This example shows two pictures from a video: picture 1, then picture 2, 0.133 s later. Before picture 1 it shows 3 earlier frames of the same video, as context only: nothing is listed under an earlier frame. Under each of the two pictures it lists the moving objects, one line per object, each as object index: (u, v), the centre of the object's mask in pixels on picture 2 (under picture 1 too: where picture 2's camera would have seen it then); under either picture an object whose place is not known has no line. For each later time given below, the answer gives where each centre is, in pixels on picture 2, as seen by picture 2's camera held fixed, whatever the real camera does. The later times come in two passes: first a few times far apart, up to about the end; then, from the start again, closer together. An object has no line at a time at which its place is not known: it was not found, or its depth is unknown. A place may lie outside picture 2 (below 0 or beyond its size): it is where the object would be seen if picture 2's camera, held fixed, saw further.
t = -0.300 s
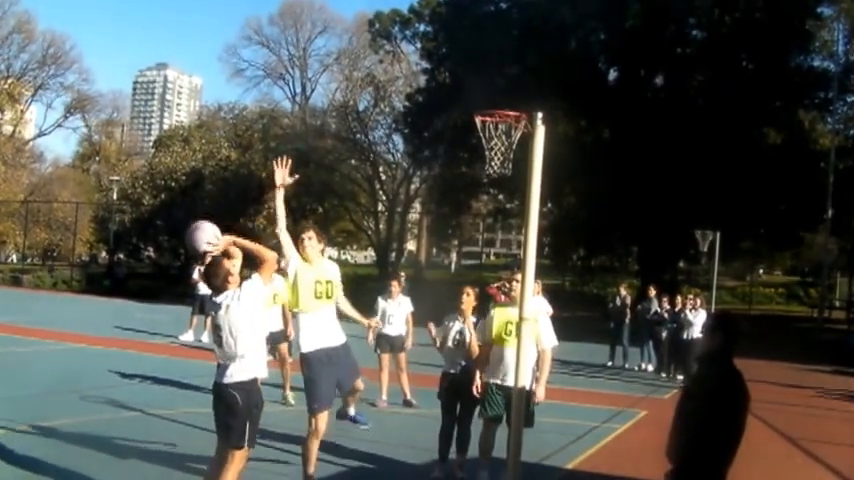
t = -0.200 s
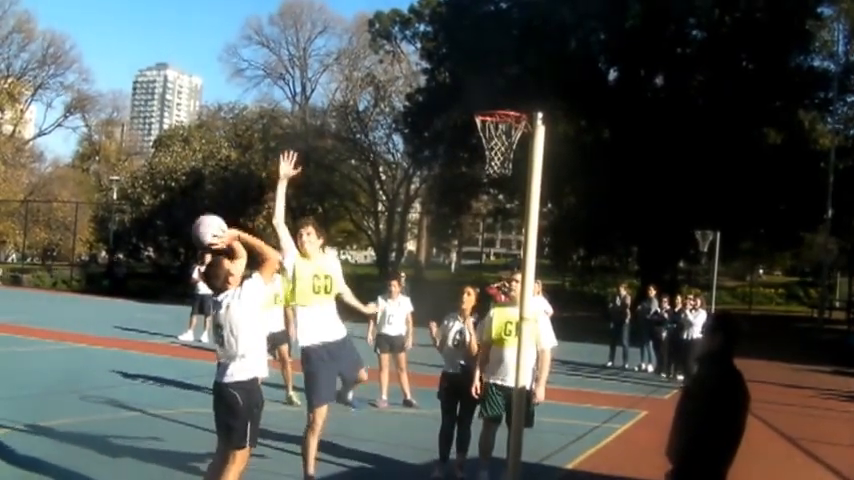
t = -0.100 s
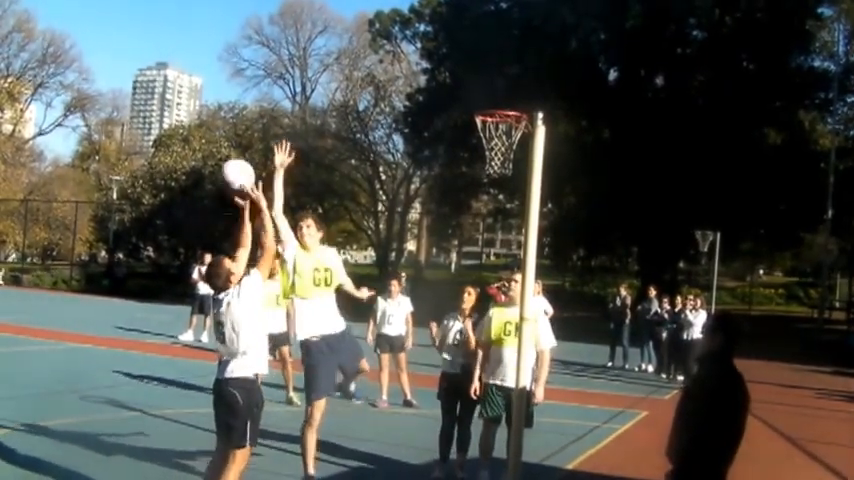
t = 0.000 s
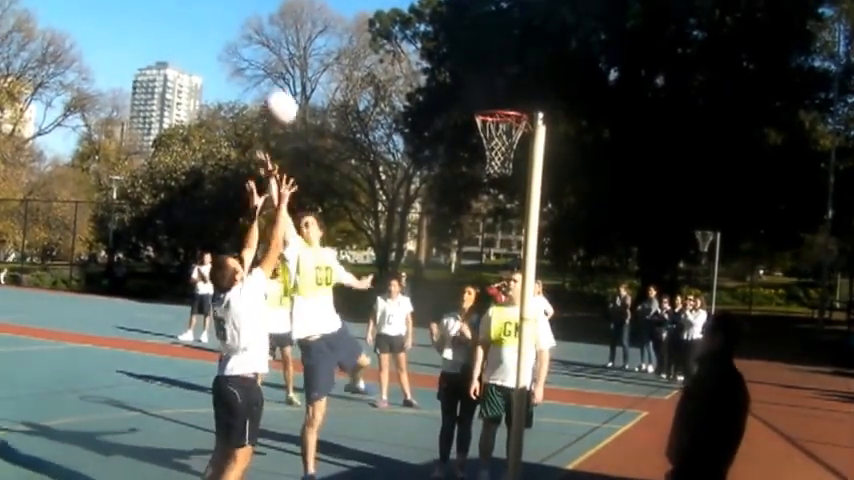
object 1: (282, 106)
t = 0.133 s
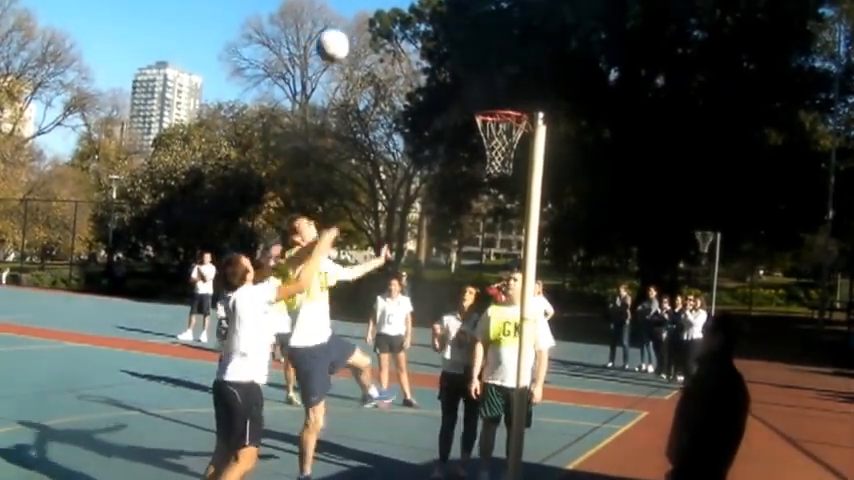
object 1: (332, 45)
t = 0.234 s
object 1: (367, 19)
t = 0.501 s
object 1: (446, 14)
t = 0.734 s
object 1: (497, 84)
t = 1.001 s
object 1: (512, 72)
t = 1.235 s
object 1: (510, 91)
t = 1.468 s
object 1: (508, 83)
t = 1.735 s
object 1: (507, 107)
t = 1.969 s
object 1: (492, 100)
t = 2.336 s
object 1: (456, 180)
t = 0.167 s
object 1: (344, 35)
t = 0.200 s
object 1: (356, 26)
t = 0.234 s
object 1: (367, 19)
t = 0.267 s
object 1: (378, 14)
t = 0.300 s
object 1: (389, 11)
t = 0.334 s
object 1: (400, 9)
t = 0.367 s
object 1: (411, 8)
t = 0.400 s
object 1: (419, 9)
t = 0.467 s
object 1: (439, 11)
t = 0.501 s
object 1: (446, 14)
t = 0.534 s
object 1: (453, 21)
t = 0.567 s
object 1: (461, 29)
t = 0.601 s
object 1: (468, 37)
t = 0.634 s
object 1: (476, 47)
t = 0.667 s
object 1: (483, 59)
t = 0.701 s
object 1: (490, 71)
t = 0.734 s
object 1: (497, 84)
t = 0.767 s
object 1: (504, 97)
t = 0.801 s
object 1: (509, 103)
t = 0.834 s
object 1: (510, 95)
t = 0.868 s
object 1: (510, 89)
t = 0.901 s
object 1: (511, 83)
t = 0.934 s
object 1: (511, 78)
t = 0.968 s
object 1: (511, 74)
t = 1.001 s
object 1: (512, 72)
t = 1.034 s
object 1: (512, 71)
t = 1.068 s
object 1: (512, 71)
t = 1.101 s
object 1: (512, 72)
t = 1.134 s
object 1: (511, 75)
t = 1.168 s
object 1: (511, 79)
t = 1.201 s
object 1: (511, 83)
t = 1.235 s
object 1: (510, 91)
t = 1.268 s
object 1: (510, 98)
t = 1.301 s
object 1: (510, 98)
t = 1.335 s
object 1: (509, 93)
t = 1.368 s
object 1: (509, 89)
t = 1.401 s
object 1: (508, 86)
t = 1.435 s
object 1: (508, 84)
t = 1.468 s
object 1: (508, 83)
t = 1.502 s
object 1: (507, 84)
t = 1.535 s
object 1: (507, 87)
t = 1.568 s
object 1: (505, 90)
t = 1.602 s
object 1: (504, 94)
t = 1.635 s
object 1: (504, 101)
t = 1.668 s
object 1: (503, 106)
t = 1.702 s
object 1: (503, 108)
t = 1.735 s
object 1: (507, 107)
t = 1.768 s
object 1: (509, 107)
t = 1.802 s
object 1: (508, 107)
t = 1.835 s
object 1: (505, 104)
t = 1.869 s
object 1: (502, 101)
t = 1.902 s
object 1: (499, 100)
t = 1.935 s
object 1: (496, 100)
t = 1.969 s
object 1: (492, 100)
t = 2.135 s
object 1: (474, 115)
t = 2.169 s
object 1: (471, 127)
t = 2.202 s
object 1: (468, 136)
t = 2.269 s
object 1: (461, 157)
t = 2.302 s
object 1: (458, 168)
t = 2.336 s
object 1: (456, 180)
